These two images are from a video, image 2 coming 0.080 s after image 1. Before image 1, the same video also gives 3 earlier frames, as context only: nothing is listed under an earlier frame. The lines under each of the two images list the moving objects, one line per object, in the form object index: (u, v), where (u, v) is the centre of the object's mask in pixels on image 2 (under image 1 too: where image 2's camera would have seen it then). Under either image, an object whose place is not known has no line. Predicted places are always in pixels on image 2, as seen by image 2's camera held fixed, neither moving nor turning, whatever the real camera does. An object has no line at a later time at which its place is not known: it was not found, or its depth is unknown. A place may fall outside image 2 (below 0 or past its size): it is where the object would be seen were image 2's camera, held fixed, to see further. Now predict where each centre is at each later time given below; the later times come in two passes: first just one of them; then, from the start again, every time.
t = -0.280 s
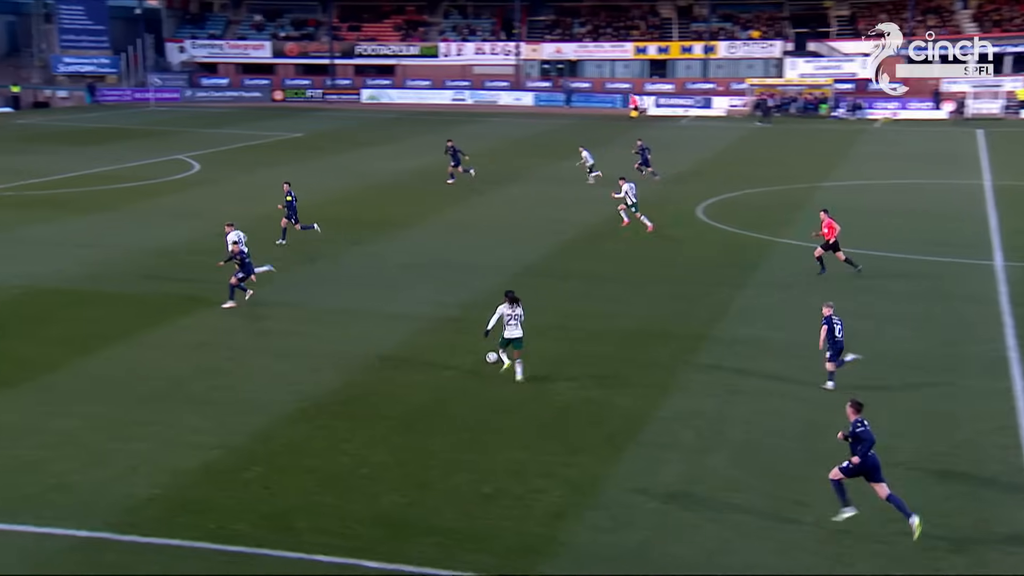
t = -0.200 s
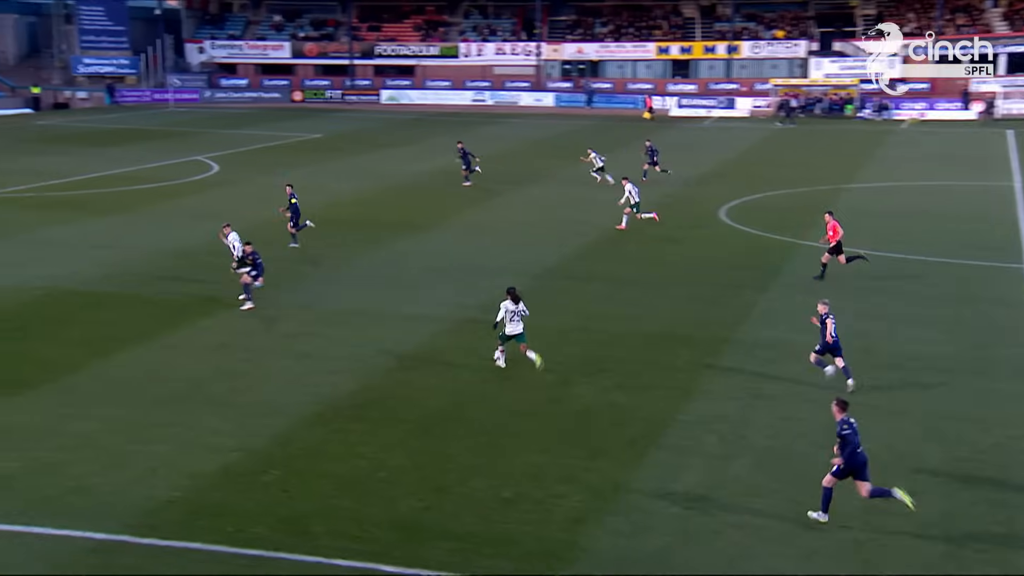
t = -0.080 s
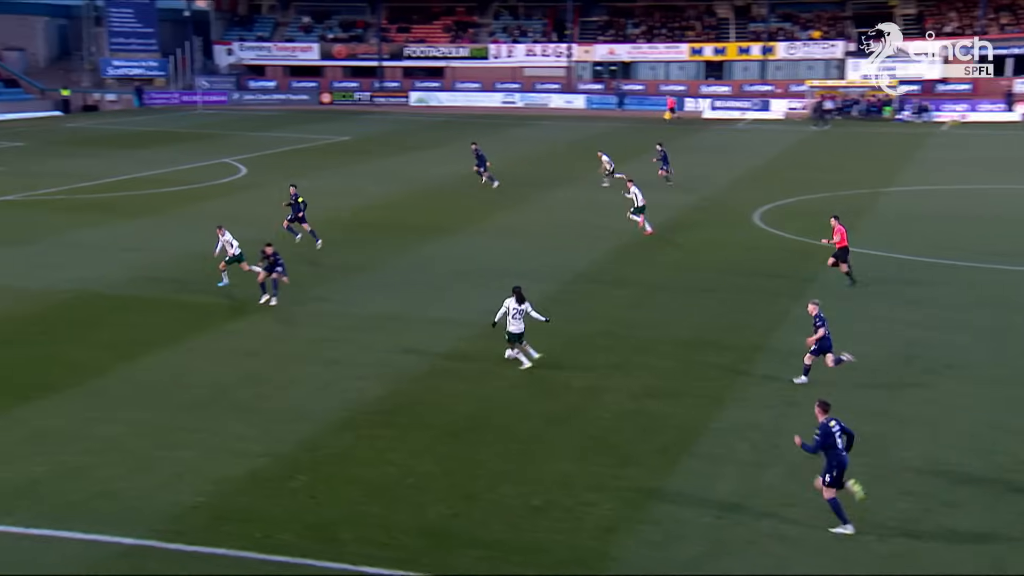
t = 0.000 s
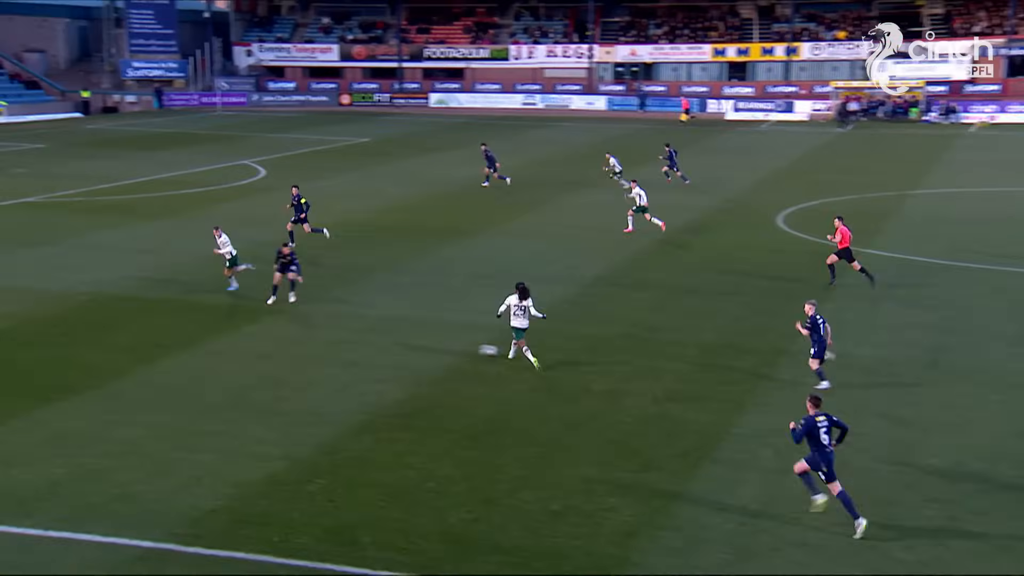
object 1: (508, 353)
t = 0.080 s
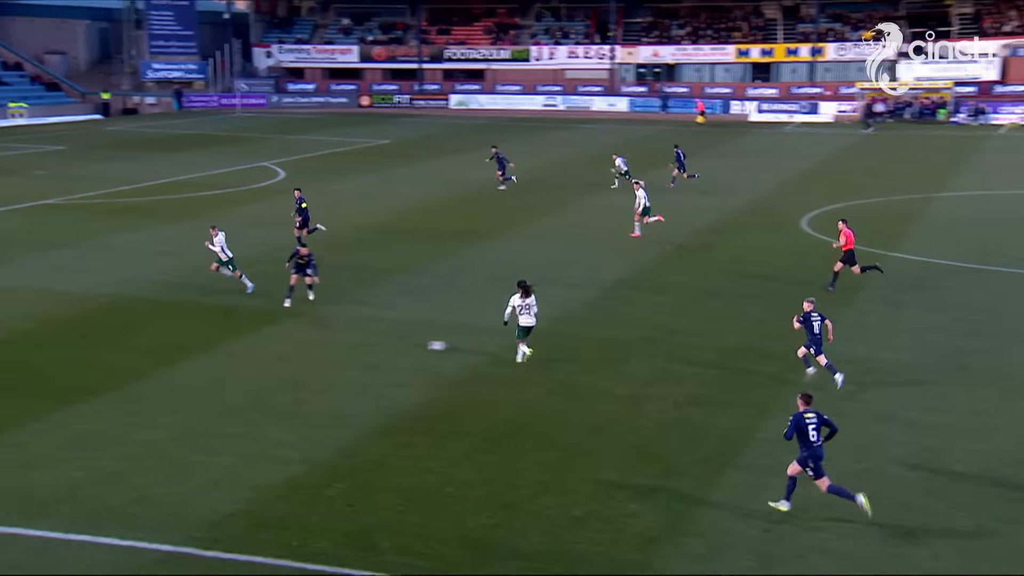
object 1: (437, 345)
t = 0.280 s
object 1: (281, 329)
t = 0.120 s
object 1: (403, 343)
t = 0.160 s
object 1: (371, 338)
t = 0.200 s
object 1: (340, 334)
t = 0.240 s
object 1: (311, 331)
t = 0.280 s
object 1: (281, 329)
